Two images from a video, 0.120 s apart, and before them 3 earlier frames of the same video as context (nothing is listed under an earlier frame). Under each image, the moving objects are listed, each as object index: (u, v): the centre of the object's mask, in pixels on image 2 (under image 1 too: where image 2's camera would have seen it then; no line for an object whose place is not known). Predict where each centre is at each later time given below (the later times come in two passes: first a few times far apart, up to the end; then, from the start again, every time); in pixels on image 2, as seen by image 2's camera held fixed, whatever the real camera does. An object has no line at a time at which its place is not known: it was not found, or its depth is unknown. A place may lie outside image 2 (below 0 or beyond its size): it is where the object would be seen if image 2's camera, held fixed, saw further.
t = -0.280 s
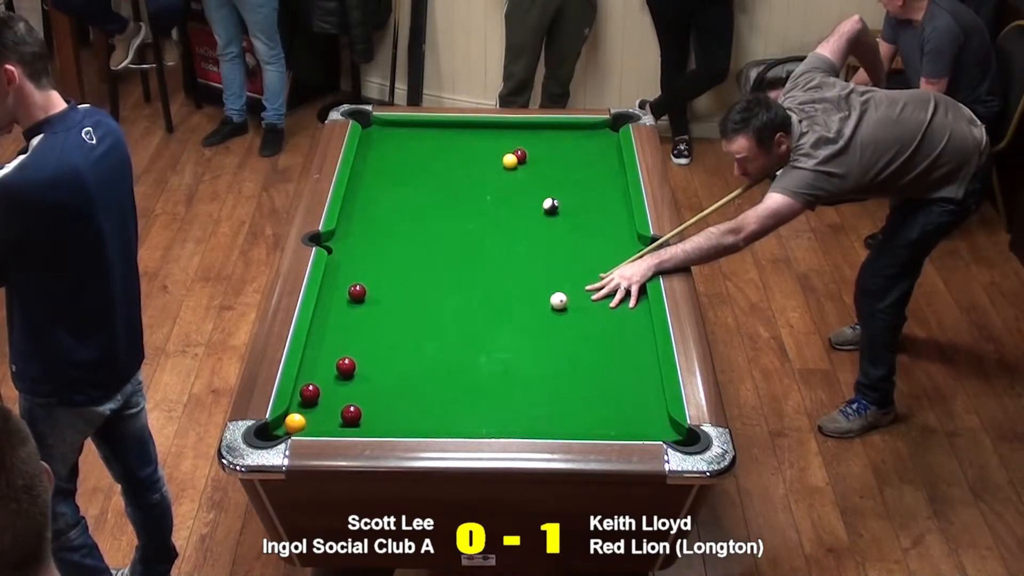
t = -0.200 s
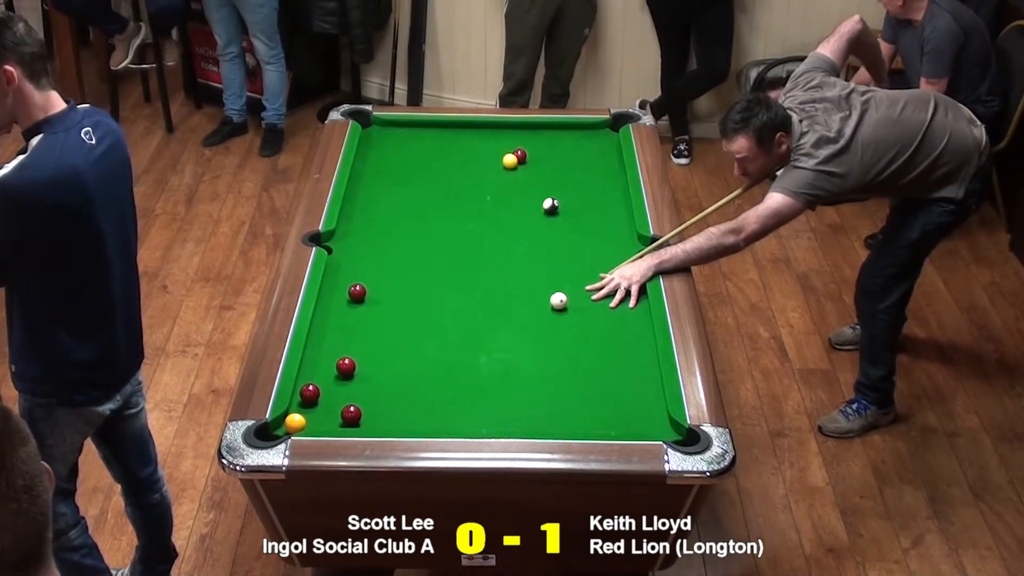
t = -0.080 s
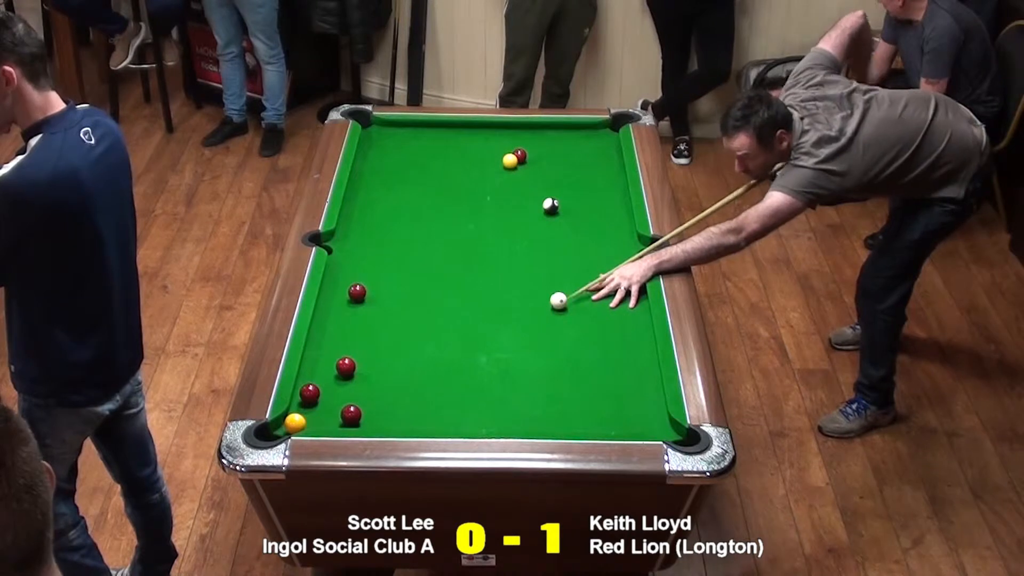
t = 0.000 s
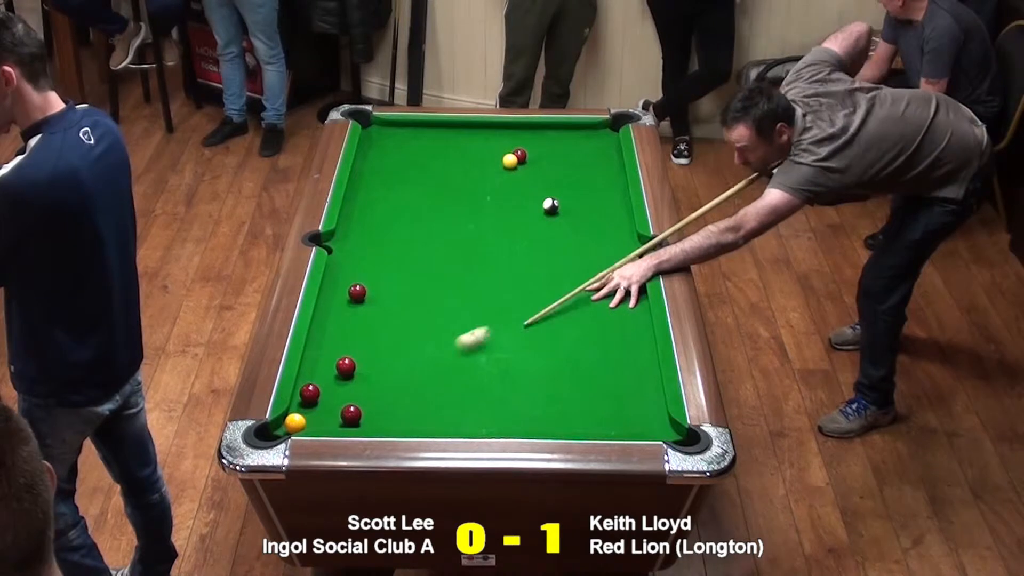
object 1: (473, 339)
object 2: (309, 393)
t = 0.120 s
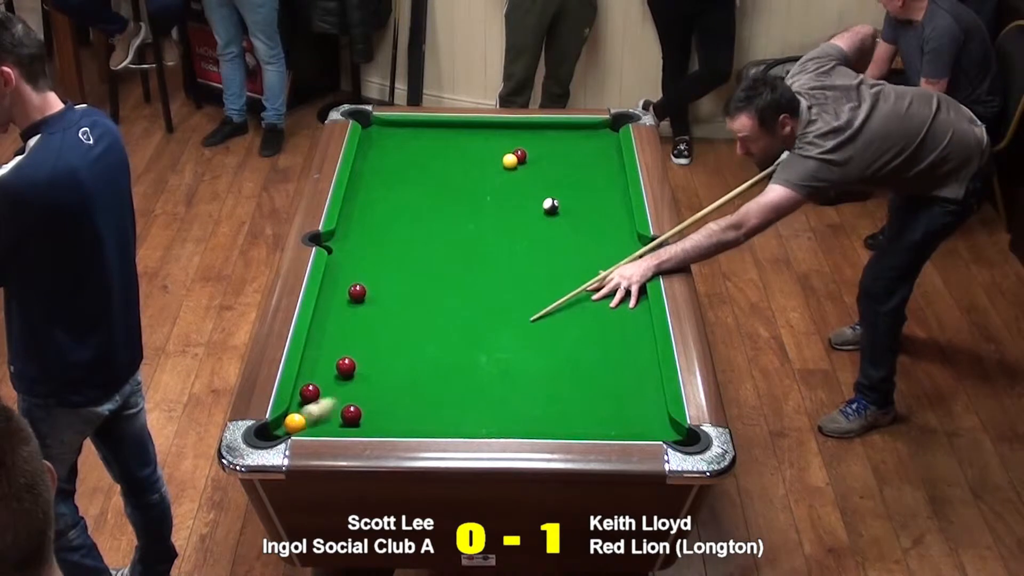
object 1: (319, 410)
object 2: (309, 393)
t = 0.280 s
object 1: (310, 403)
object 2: (315, 383)
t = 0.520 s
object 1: (358, 385)
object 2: (324, 365)
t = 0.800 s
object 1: (409, 365)
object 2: (335, 346)
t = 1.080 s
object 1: (455, 347)
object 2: (344, 329)
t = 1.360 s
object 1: (497, 331)
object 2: (351, 314)
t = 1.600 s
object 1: (531, 318)
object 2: (358, 302)
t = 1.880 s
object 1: (566, 306)
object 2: (363, 299)
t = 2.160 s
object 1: (598, 294)
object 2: (366, 298)
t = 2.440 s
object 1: (627, 283)
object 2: (368, 296)
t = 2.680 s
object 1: (627, 276)
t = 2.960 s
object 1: (611, 270)
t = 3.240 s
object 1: (597, 265)
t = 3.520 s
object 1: (585, 260)
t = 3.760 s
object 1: (577, 257)
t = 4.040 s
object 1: (568, 255)
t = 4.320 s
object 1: (562, 253)
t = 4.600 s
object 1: (557, 251)
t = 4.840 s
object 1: (555, 251)
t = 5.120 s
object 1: (555, 251)
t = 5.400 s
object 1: (555, 251)
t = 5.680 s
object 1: (555, 251)
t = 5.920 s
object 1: (555, 251)
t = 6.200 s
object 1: (555, 251)
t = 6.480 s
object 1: (555, 251)
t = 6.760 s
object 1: (555, 251)
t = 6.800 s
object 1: (555, 251)
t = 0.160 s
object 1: (305, 409)
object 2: (310, 392)
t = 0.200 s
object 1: (300, 405)
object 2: (311, 391)
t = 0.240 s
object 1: (303, 404)
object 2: (313, 387)
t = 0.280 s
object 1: (310, 403)
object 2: (315, 383)
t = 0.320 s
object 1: (318, 400)
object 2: (316, 380)
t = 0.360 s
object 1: (326, 397)
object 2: (318, 378)
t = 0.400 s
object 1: (334, 394)
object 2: (320, 374)
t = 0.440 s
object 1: (342, 391)
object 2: (321, 371)
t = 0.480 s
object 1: (350, 388)
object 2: (323, 368)
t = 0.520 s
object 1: (358, 385)
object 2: (324, 365)
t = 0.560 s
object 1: (365, 382)
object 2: (326, 363)
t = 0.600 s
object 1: (373, 379)
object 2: (327, 359)
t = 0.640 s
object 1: (380, 376)
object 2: (329, 356)
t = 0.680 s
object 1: (387, 373)
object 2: (330, 354)
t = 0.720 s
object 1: (394, 370)
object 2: (332, 351)
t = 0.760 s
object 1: (401, 368)
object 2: (333, 349)
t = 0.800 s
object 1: (409, 365)
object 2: (335, 346)
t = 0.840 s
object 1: (415, 362)
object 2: (336, 343)
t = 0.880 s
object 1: (423, 360)
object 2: (337, 340)
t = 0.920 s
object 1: (429, 357)
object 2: (339, 338)
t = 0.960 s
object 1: (436, 354)
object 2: (340, 336)
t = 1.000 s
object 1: (442, 352)
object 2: (341, 334)
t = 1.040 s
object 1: (449, 350)
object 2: (342, 331)
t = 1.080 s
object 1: (455, 347)
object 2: (344, 329)
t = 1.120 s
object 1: (461, 345)
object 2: (345, 326)
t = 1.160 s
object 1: (468, 342)
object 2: (346, 324)
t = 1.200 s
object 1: (474, 340)
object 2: (347, 321)
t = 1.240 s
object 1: (480, 338)
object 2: (348, 319)
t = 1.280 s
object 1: (486, 336)
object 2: (349, 317)
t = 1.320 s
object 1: (491, 334)
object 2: (350, 316)
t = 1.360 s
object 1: (497, 331)
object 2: (351, 314)
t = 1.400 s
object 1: (503, 329)
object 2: (353, 312)
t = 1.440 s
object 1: (508, 327)
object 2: (354, 309)
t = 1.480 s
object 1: (514, 325)
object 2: (355, 308)
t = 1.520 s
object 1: (520, 323)
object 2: (356, 306)
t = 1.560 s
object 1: (525, 321)
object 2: (357, 304)
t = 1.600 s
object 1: (531, 318)
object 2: (358, 302)
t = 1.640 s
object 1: (535, 317)
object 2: (358, 302)
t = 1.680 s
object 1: (541, 315)
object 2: (359, 301)
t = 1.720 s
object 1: (546, 313)
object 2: (360, 301)
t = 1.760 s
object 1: (551, 311)
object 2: (361, 300)
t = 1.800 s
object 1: (556, 309)
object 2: (362, 300)
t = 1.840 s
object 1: (561, 308)
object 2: (362, 300)
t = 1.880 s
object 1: (566, 306)
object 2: (363, 299)
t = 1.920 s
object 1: (571, 304)
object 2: (364, 299)
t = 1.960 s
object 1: (576, 302)
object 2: (364, 299)
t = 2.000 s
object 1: (580, 301)
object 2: (365, 298)
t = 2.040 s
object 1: (585, 299)
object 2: (365, 298)
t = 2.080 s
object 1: (589, 297)
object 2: (366, 298)
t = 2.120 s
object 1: (593, 295)
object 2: (366, 298)
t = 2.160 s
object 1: (598, 294)
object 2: (366, 298)
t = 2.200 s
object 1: (602, 292)
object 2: (367, 297)
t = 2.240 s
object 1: (607, 291)
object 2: (367, 297)
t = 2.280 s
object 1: (611, 289)
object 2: (367, 297)
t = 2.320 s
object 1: (615, 288)
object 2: (367, 297)
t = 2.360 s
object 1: (619, 286)
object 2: (368, 296)
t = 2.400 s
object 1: (623, 284)
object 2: (368, 297)
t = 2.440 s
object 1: (627, 283)
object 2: (368, 296)
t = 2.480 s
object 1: (631, 282)
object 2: (368, 297)
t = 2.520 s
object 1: (635, 280)
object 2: (368, 297)
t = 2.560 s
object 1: (635, 279)
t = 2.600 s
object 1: (632, 278)
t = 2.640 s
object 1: (630, 277)
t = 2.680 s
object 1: (627, 276)
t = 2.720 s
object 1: (625, 275)
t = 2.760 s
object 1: (622, 274)
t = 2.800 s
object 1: (620, 273)
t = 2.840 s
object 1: (618, 273)
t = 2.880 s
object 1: (616, 271)
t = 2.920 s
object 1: (613, 271)
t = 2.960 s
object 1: (611, 270)
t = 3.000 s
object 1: (609, 269)
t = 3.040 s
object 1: (607, 268)
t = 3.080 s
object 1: (605, 268)
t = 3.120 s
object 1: (603, 267)
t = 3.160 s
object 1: (601, 266)
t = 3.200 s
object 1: (599, 265)
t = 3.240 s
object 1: (597, 265)
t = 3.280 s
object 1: (595, 264)
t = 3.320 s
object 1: (593, 263)
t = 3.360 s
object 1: (592, 263)
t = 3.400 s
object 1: (590, 262)
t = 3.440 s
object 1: (589, 261)
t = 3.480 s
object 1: (587, 261)
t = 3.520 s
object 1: (585, 260)
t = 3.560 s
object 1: (584, 260)
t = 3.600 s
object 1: (582, 259)
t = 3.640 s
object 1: (581, 259)
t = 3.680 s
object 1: (579, 258)
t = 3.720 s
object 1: (578, 258)
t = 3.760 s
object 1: (577, 257)
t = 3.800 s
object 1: (575, 257)
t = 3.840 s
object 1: (574, 256)
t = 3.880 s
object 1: (573, 256)
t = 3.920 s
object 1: (572, 256)
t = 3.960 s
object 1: (571, 255)
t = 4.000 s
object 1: (569, 255)
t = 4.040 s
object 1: (568, 255)
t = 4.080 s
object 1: (567, 254)
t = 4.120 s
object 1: (566, 254)
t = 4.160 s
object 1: (565, 254)
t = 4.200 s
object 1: (564, 253)
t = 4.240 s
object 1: (563, 253)
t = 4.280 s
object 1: (562, 253)
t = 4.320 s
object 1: (562, 253)
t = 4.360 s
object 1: (561, 253)
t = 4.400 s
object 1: (560, 252)
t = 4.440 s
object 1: (560, 252)
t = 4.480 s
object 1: (559, 252)
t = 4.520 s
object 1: (558, 252)
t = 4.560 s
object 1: (558, 252)
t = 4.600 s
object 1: (557, 251)
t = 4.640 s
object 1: (557, 251)
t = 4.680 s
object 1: (556, 251)
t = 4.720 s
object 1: (556, 251)
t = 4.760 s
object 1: (556, 251)
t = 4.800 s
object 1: (555, 251)
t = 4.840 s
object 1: (555, 251)
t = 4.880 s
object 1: (555, 251)
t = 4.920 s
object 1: (555, 251)
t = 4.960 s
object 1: (555, 251)
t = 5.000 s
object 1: (555, 251)
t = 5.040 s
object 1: (555, 251)
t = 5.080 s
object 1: (555, 251)
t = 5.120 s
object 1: (555, 251)
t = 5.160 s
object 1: (555, 251)
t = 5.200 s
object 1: (555, 251)
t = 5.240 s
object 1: (555, 251)
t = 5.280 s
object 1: (555, 251)
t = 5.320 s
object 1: (555, 251)
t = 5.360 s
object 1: (555, 251)
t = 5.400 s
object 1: (555, 251)
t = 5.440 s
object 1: (555, 251)
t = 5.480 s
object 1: (555, 251)
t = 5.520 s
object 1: (555, 251)
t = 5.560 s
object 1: (555, 251)
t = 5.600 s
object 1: (555, 251)
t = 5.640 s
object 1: (555, 251)
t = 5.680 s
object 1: (555, 251)
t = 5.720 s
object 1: (555, 251)
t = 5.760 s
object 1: (555, 251)
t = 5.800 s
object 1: (555, 251)
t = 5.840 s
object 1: (555, 251)
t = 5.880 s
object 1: (555, 251)
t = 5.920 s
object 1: (555, 251)
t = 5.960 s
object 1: (555, 251)
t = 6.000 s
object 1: (555, 251)
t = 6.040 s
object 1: (555, 251)
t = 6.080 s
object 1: (555, 251)
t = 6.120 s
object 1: (555, 251)
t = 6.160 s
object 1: (555, 251)
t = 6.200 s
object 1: (555, 251)
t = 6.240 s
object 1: (555, 251)
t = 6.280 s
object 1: (555, 251)
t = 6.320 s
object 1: (555, 251)
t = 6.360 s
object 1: (555, 251)
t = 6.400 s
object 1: (555, 251)
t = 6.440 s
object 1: (555, 251)
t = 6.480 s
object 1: (555, 251)
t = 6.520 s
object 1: (555, 251)
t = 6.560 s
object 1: (555, 251)
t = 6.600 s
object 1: (555, 251)
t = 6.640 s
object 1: (555, 251)
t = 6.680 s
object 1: (555, 251)
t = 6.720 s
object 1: (555, 251)
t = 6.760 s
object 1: (555, 251)
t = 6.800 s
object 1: (555, 251)
